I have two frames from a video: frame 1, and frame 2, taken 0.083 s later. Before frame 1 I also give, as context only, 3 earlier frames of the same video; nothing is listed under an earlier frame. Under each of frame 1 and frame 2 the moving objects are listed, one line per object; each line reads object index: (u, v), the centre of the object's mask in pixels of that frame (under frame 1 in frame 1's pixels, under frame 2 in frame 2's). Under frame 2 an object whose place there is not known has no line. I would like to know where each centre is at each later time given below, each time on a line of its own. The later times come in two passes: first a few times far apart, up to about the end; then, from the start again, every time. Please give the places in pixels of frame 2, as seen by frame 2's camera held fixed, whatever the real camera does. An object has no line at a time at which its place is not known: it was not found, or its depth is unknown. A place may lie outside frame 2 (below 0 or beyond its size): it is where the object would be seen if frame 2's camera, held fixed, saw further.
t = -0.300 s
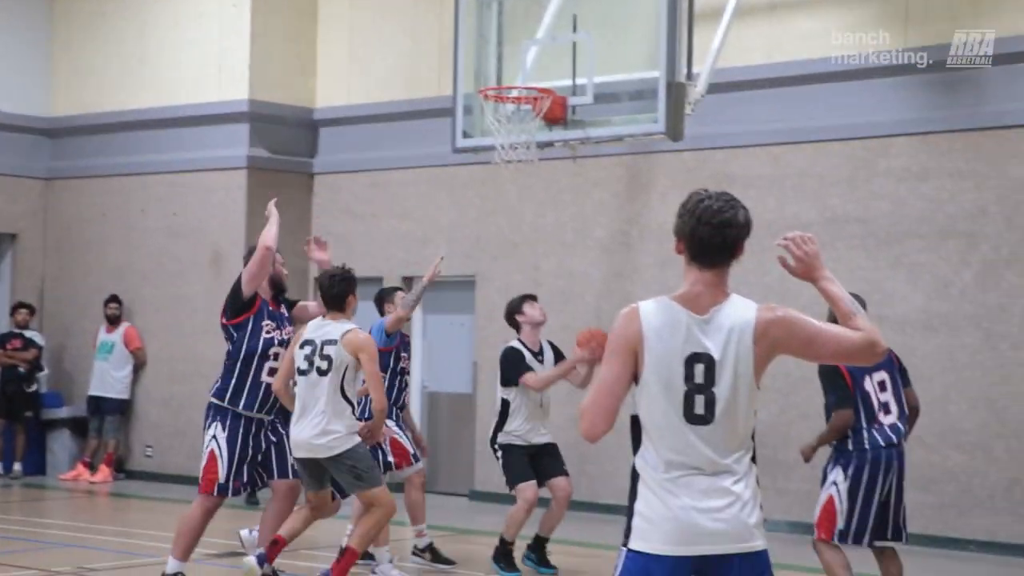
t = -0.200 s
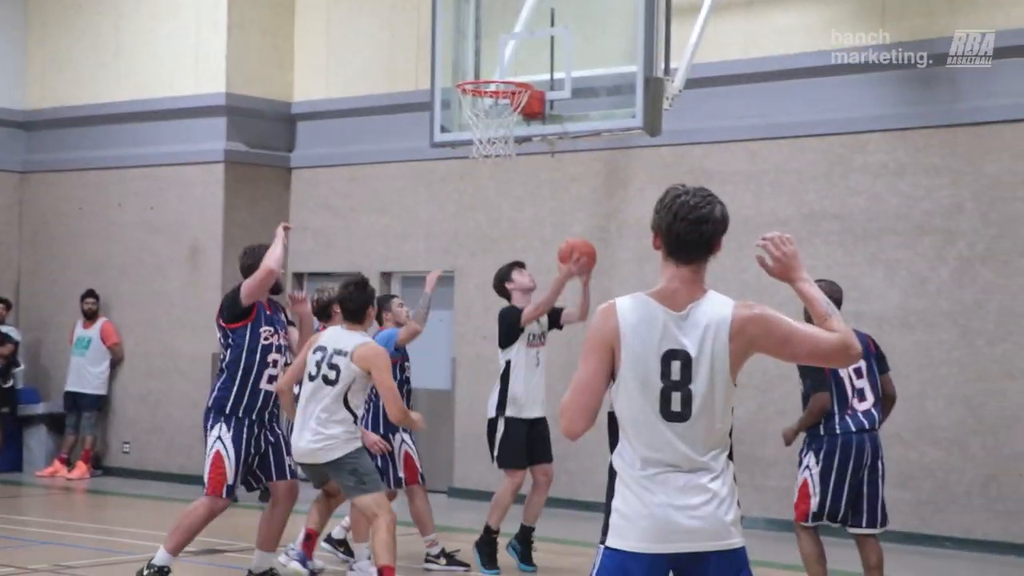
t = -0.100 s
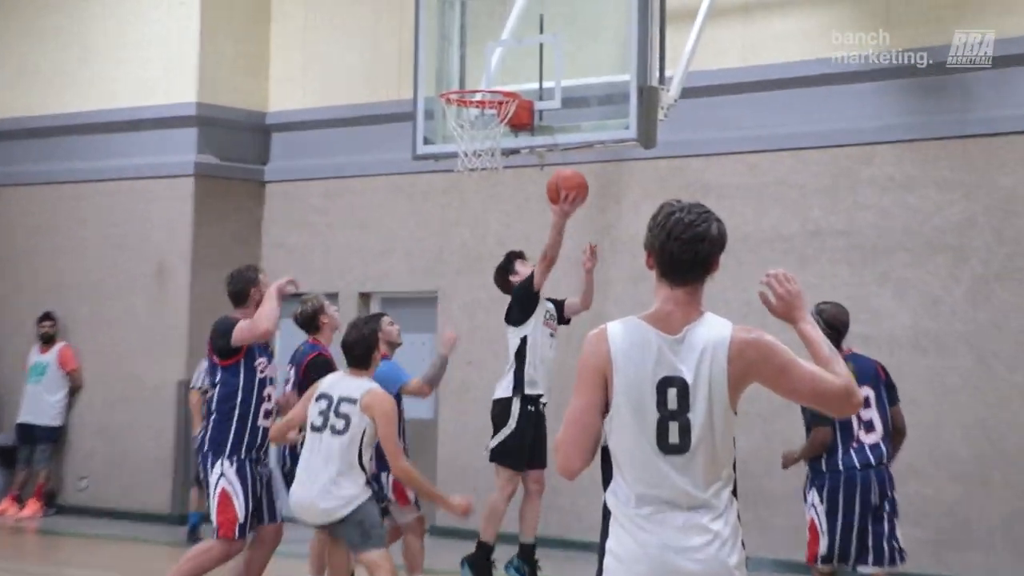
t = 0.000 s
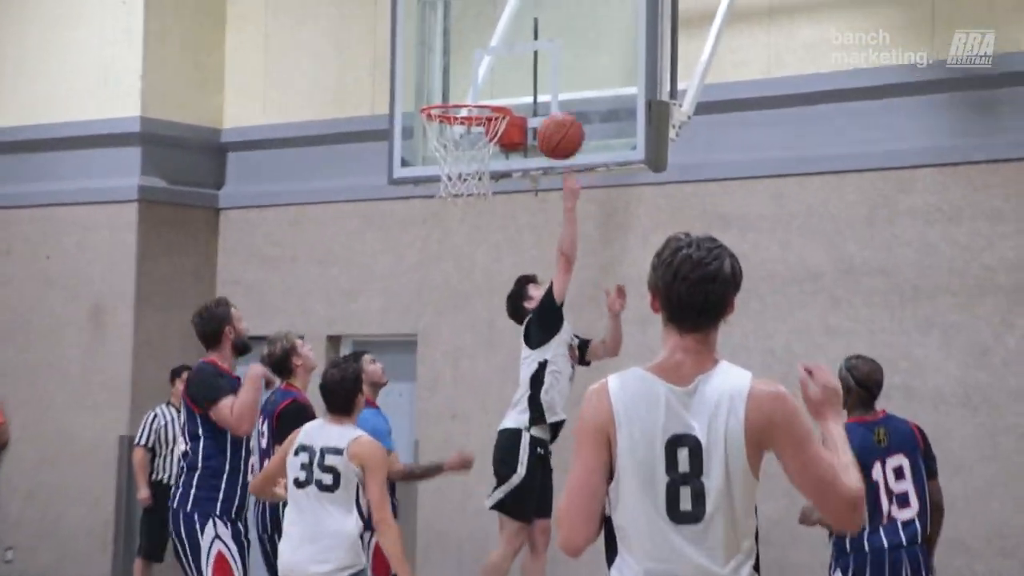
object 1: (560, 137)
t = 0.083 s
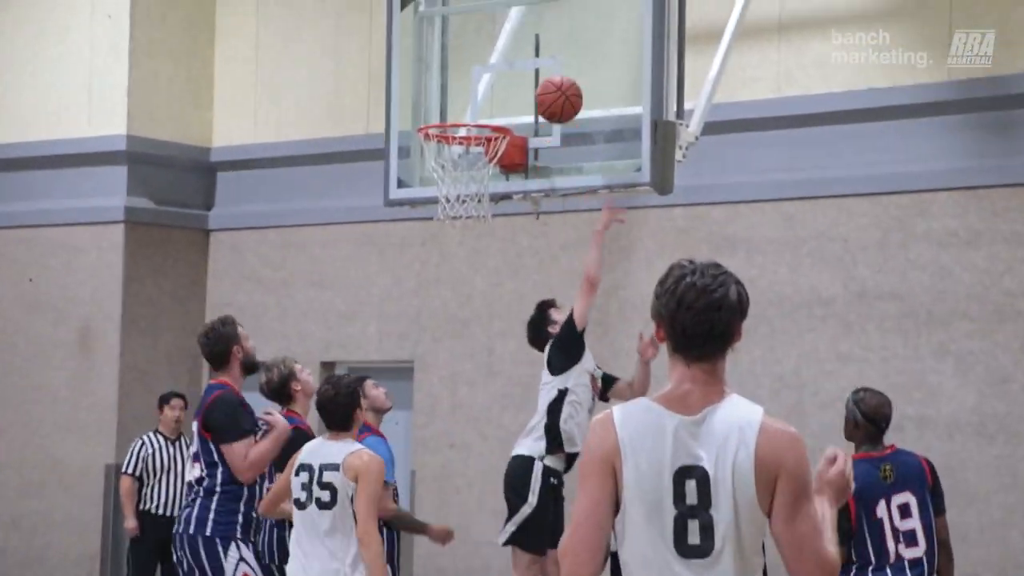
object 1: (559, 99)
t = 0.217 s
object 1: (551, 37)
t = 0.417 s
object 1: (526, 18)
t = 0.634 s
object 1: (467, 100)
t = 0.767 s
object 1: (434, 186)
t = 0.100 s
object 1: (558, 90)
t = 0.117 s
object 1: (556, 80)
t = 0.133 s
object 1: (555, 71)
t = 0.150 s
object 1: (555, 63)
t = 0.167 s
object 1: (554, 56)
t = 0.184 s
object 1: (553, 49)
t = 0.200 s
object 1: (552, 43)
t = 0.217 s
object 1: (551, 37)
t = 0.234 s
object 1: (550, 33)
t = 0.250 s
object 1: (549, 28)
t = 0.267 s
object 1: (548, 23)
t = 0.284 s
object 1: (547, 20)
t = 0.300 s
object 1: (546, 17)
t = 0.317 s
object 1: (545, 14)
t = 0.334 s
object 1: (544, 13)
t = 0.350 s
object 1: (543, 11)
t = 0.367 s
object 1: (539, 13)
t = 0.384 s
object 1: (534, 14)
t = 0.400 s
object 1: (530, 16)
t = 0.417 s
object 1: (526, 18)
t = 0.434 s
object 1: (522, 21)
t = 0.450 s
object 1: (517, 25)
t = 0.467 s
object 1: (513, 30)
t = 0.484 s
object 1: (509, 34)
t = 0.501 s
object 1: (504, 40)
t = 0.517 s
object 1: (499, 45)
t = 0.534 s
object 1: (494, 51)
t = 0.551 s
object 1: (490, 58)
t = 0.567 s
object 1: (485, 65)
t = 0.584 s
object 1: (481, 74)
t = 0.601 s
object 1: (476, 82)
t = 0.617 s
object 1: (471, 91)
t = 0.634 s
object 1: (467, 100)
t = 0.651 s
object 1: (462, 107)
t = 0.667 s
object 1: (458, 122)
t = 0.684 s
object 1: (453, 133)
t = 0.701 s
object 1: (448, 146)
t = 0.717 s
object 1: (443, 154)
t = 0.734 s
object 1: (439, 169)
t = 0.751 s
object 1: (435, 178)
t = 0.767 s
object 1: (434, 186)
